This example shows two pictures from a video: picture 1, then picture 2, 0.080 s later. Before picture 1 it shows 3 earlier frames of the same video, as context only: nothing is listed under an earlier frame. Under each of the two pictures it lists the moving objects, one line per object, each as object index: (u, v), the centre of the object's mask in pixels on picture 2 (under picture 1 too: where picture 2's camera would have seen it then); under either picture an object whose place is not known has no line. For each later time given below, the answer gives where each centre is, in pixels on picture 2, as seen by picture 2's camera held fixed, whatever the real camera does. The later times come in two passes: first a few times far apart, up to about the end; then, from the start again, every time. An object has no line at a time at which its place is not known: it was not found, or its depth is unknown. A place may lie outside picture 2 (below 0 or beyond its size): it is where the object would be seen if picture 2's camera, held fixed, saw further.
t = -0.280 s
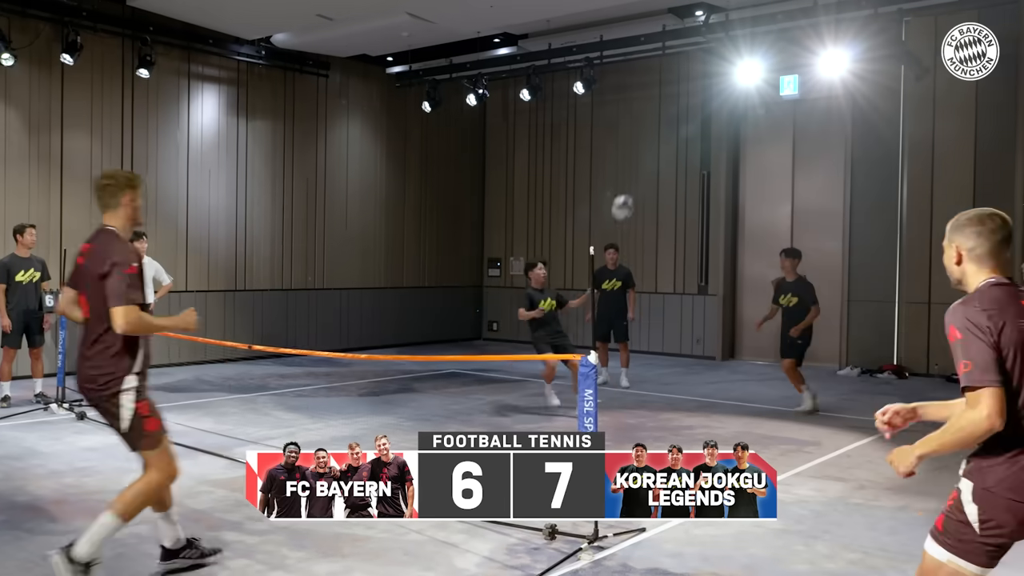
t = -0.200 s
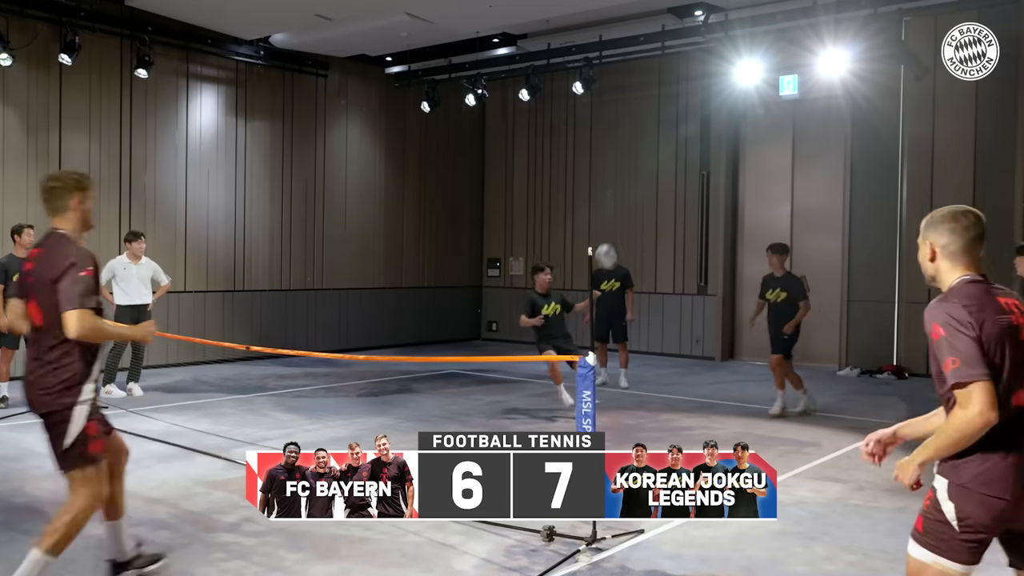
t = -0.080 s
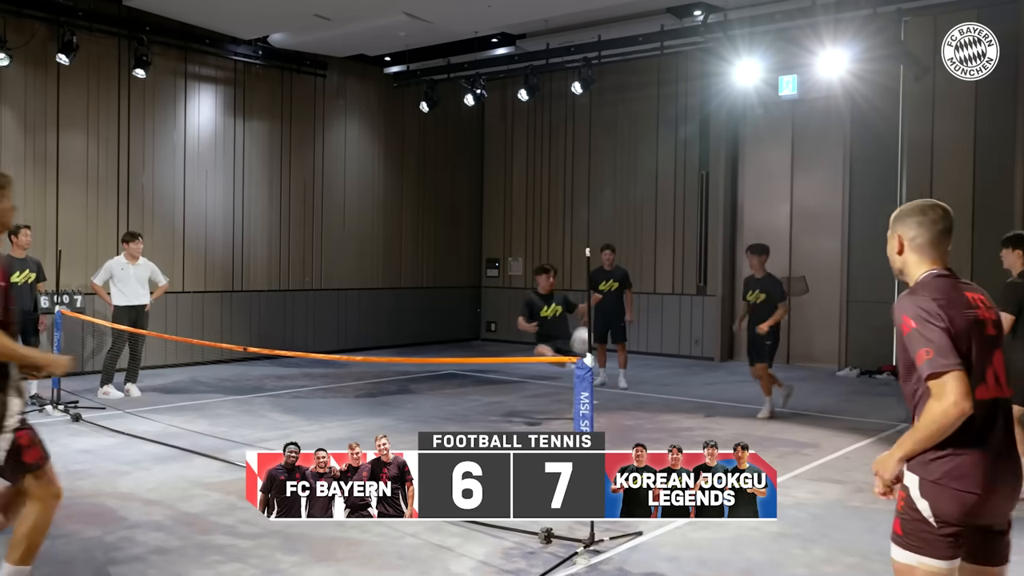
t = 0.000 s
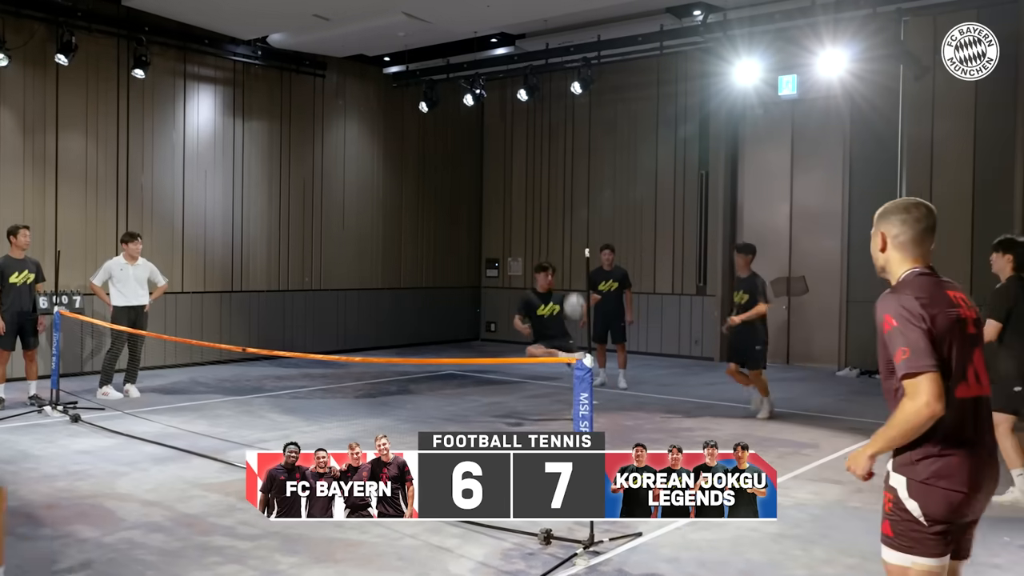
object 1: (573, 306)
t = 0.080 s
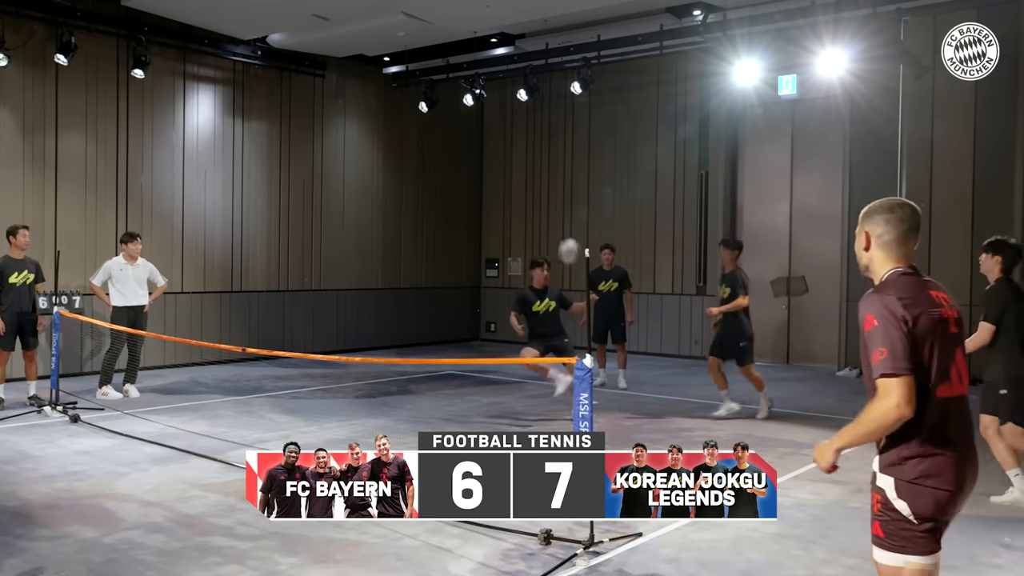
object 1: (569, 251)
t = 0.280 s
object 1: (558, 146)
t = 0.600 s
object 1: (538, 72)
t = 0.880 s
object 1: (520, 95)
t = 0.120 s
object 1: (566, 226)
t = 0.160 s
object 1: (564, 203)
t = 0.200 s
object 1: (562, 182)
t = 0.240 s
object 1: (560, 163)
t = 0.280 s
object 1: (558, 146)
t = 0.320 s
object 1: (555, 130)
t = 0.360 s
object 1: (553, 117)
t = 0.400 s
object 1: (550, 105)
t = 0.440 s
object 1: (548, 95)
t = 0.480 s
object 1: (545, 87)
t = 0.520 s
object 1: (543, 81)
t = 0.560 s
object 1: (540, 76)
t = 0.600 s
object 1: (538, 72)
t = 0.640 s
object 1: (535, 71)
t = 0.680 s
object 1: (532, 71)
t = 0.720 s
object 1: (530, 72)
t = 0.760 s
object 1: (527, 75)
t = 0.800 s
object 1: (525, 80)
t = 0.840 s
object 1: (522, 86)
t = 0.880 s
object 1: (520, 95)
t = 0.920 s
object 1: (517, 105)
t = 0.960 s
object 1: (515, 115)
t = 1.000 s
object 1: (512, 128)
